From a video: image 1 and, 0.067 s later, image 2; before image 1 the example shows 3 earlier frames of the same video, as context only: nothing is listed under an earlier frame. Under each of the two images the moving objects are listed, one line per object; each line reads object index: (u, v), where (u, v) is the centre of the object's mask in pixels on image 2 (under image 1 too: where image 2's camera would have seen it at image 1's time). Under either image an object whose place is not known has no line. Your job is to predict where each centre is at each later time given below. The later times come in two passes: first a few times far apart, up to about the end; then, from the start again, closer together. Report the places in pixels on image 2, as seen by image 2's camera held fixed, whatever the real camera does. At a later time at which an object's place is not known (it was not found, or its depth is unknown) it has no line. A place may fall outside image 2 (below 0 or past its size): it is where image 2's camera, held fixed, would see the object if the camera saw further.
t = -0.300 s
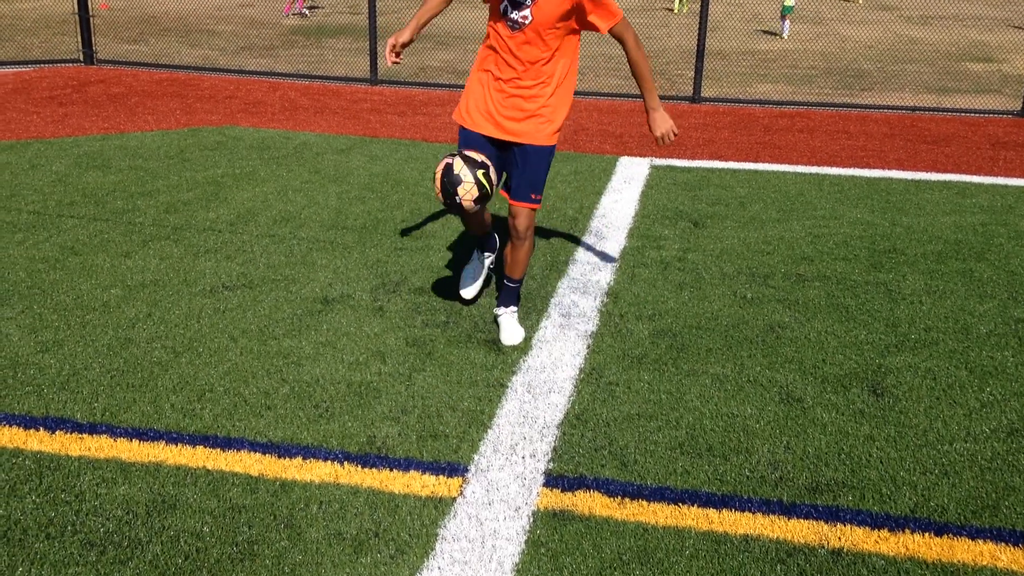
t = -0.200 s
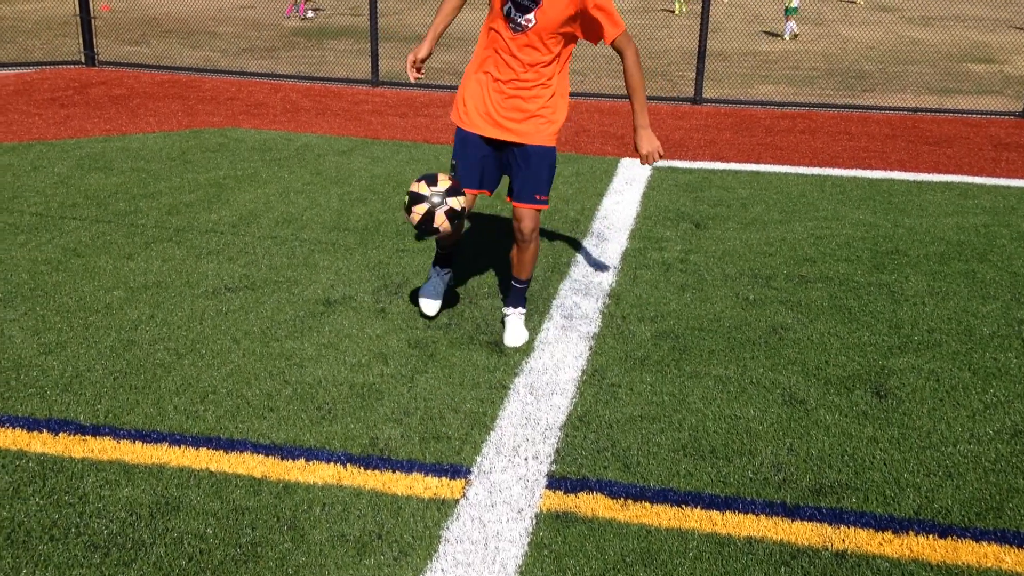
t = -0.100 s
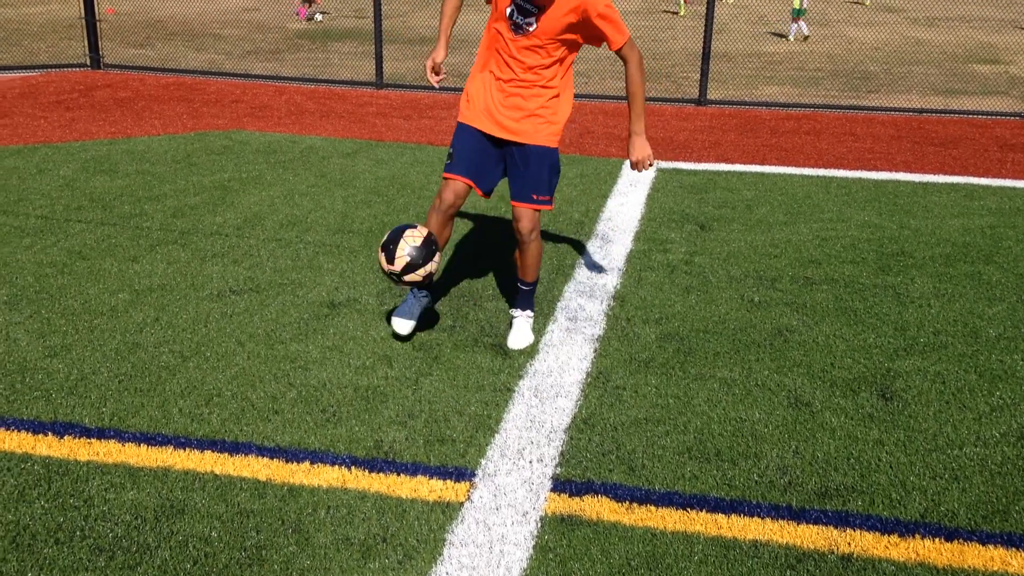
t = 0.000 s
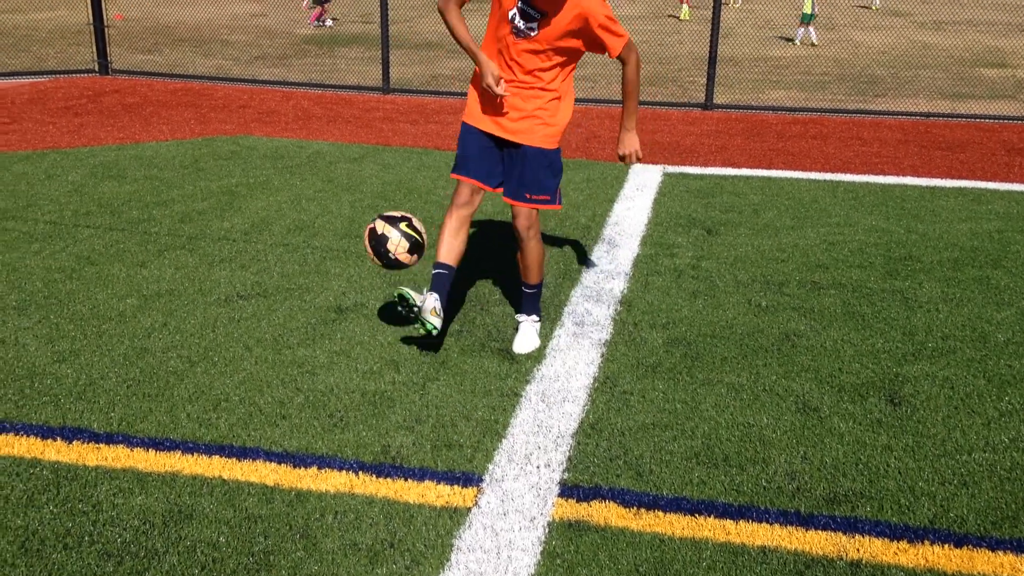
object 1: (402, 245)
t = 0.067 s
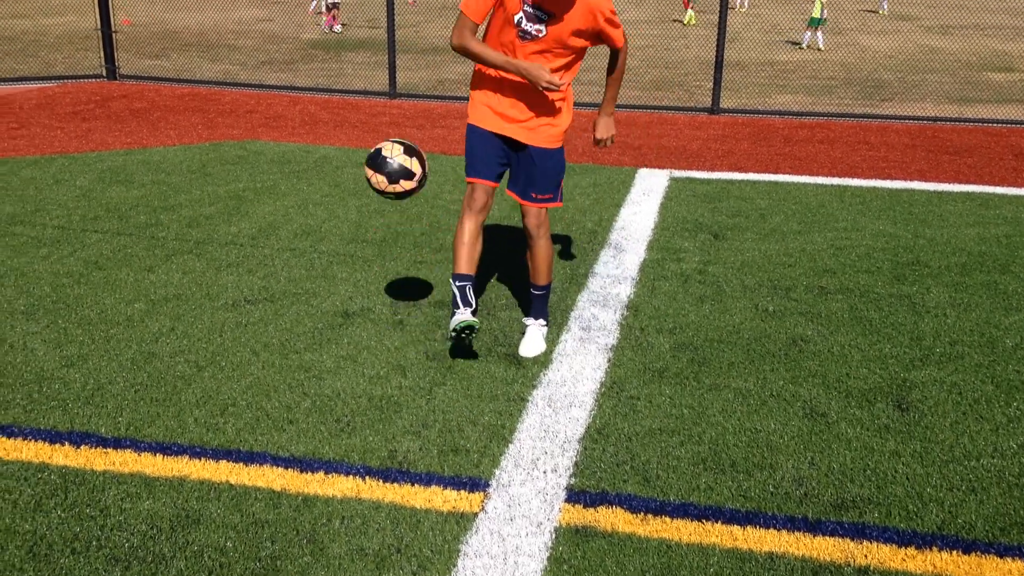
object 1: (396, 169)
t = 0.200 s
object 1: (385, 44)
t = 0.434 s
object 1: (371, -55)
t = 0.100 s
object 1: (393, 134)
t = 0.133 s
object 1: (391, 102)
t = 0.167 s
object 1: (388, 72)
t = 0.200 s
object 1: (385, 44)
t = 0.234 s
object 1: (383, 19)
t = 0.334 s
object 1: (377, -27)
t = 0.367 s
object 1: (375, -36)
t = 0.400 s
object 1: (373, -45)
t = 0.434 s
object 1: (371, -55)
